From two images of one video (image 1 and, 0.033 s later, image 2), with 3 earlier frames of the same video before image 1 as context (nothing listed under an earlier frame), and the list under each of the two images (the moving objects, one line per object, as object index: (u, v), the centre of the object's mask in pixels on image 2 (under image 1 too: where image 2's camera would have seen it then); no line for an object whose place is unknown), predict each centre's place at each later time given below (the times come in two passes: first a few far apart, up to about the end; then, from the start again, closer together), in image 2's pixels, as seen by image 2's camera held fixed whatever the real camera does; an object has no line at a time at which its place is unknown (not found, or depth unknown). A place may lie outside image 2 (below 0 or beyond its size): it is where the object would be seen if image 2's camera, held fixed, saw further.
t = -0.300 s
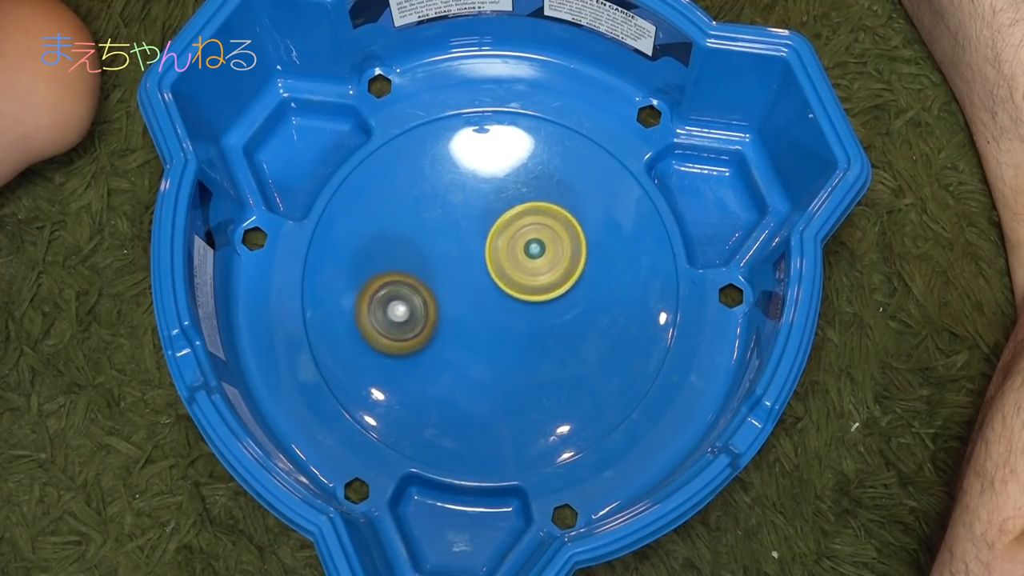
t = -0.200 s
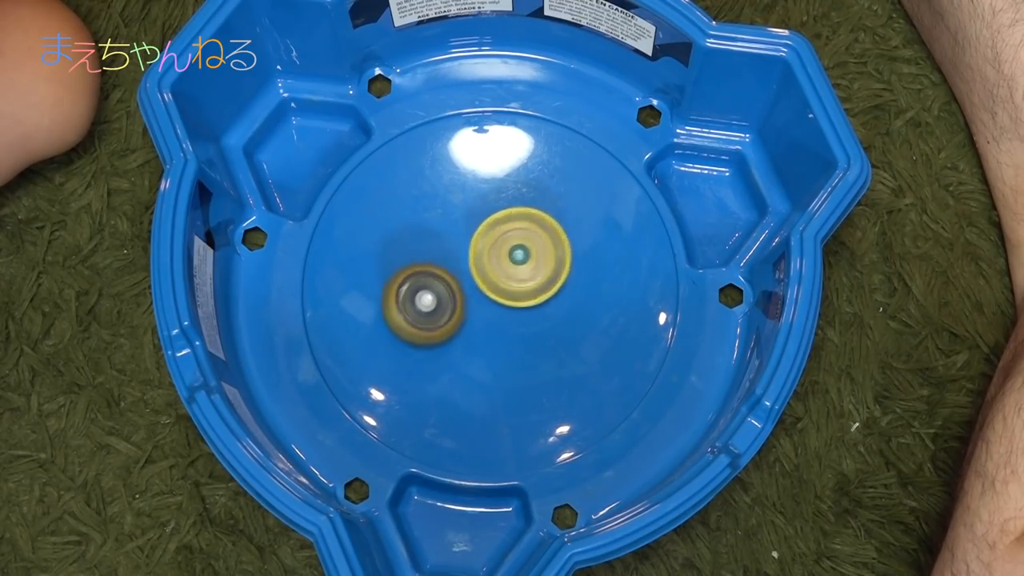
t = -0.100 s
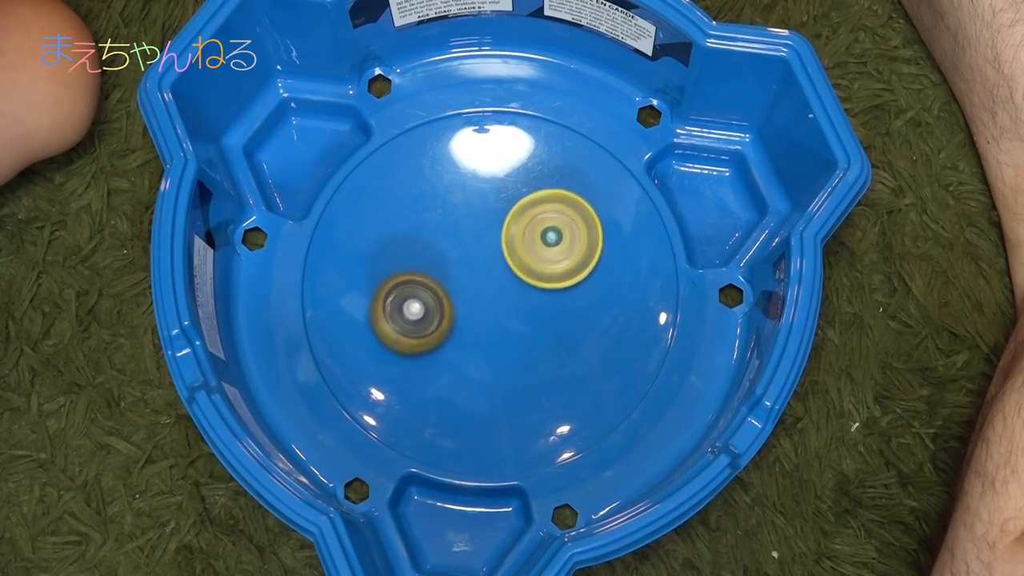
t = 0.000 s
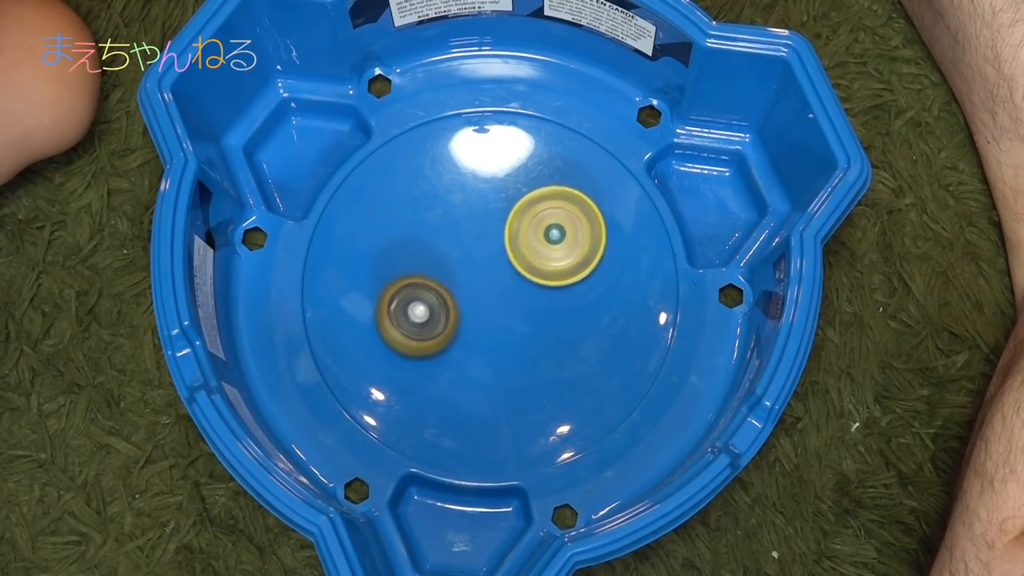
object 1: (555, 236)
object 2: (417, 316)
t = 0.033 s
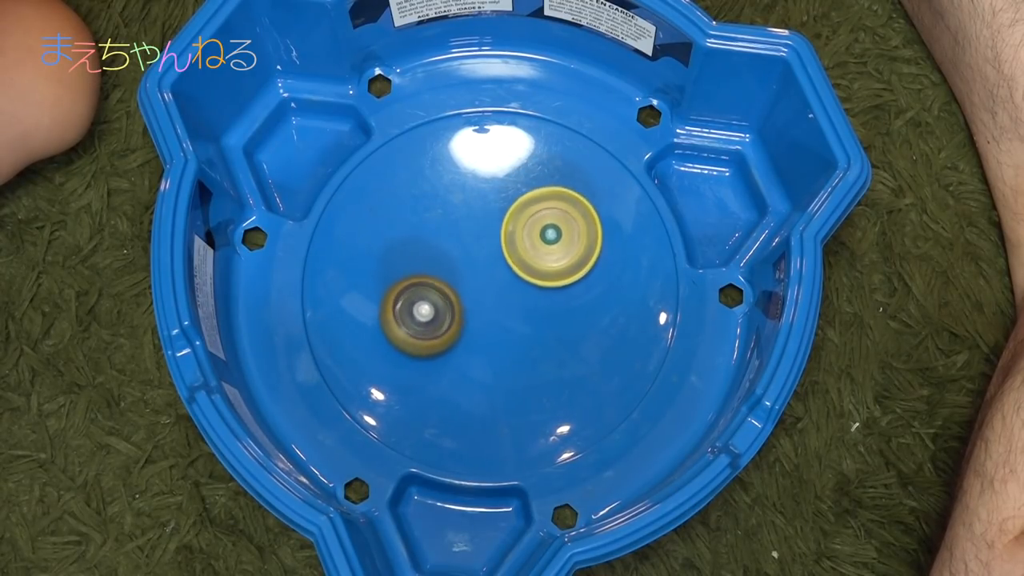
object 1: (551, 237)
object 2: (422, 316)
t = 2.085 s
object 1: (489, 196)
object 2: (450, 371)
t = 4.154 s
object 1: (469, 223)
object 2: (467, 339)
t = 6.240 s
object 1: (441, 203)
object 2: (492, 344)
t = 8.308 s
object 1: (459, 201)
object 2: (483, 349)
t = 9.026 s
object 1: (466, 231)
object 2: (463, 342)
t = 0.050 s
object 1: (548, 237)
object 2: (425, 315)
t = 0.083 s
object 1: (542, 241)
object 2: (431, 315)
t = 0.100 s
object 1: (539, 242)
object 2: (435, 314)
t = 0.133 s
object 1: (531, 245)
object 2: (442, 313)
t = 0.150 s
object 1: (527, 247)
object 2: (445, 312)
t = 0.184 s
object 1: (522, 249)
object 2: (450, 311)
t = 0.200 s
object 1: (521, 247)
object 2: (450, 313)
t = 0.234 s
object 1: (519, 246)
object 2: (451, 315)
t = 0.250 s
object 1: (519, 246)
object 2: (452, 317)
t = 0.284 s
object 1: (516, 246)
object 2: (454, 319)
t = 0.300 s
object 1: (517, 244)
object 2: (452, 322)
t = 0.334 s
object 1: (526, 232)
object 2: (444, 334)
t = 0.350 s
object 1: (528, 227)
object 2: (441, 339)
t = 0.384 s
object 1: (533, 219)
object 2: (436, 347)
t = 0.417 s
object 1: (534, 214)
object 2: (433, 353)
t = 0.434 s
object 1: (534, 213)
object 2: (432, 354)
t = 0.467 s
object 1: (533, 211)
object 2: (431, 355)
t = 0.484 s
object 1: (532, 211)
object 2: (431, 355)
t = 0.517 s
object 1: (529, 212)
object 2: (432, 353)
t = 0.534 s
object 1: (527, 213)
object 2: (433, 351)
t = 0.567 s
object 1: (523, 215)
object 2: (436, 347)
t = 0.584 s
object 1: (521, 217)
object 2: (437, 344)
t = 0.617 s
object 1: (517, 220)
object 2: (440, 339)
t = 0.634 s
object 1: (513, 222)
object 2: (442, 335)
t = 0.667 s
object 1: (509, 228)
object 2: (446, 328)
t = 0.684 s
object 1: (506, 230)
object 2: (449, 324)
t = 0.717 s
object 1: (500, 236)
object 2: (452, 317)
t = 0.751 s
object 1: (509, 218)
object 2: (444, 333)
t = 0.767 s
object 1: (513, 208)
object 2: (440, 341)
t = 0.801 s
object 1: (519, 192)
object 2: (433, 355)
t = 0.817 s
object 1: (522, 185)
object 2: (431, 360)
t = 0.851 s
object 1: (525, 174)
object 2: (426, 369)
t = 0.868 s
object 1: (526, 172)
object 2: (425, 371)
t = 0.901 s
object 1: (526, 168)
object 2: (424, 374)
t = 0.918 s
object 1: (525, 168)
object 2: (424, 374)
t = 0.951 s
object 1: (523, 171)
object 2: (425, 372)
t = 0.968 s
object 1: (521, 172)
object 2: (426, 370)
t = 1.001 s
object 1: (517, 178)
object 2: (429, 366)
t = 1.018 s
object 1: (515, 181)
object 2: (431, 363)
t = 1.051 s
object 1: (510, 189)
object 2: (434, 356)
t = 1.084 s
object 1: (505, 199)
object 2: (439, 347)
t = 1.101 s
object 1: (502, 203)
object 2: (442, 343)
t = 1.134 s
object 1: (496, 214)
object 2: (446, 334)
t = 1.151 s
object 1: (494, 220)
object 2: (448, 329)
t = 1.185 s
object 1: (488, 231)
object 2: (454, 319)
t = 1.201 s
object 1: (487, 230)
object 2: (454, 320)
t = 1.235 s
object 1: (487, 228)
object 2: (455, 324)
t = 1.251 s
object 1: (487, 228)
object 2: (455, 325)
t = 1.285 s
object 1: (488, 230)
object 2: (456, 325)
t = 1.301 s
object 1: (488, 231)
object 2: (457, 325)
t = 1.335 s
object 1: (487, 234)
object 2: (458, 324)
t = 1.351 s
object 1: (489, 233)
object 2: (458, 326)
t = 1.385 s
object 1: (491, 225)
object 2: (455, 335)
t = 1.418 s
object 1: (495, 220)
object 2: (454, 340)
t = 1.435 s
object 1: (495, 219)
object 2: (454, 342)
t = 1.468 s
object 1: (496, 220)
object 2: (453, 345)
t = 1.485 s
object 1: (496, 220)
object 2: (453, 346)
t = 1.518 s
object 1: (494, 223)
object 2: (454, 345)
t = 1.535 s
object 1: (494, 225)
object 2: (455, 344)
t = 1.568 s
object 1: (492, 229)
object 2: (455, 341)
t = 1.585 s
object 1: (492, 231)
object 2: (457, 339)
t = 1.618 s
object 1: (490, 235)
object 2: (459, 335)
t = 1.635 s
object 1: (489, 238)
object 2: (459, 333)
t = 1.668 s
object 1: (488, 239)
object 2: (460, 330)
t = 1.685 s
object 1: (489, 238)
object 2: (461, 331)
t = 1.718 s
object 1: (489, 236)
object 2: (460, 332)
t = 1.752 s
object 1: (488, 238)
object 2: (461, 330)
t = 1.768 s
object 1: (488, 239)
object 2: (461, 329)
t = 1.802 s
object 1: (491, 223)
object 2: (457, 347)
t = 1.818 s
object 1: (494, 214)
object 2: (454, 355)
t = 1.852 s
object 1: (497, 200)
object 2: (451, 369)
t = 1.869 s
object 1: (499, 193)
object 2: (450, 375)
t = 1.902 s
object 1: (499, 185)
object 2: (447, 383)
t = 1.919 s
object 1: (500, 182)
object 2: (447, 385)
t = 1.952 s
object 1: (499, 179)
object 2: (446, 387)
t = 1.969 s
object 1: (499, 180)
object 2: (446, 387)
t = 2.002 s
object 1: (496, 181)
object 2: (446, 385)
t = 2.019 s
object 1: (495, 184)
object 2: (447, 383)
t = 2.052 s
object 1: (492, 188)
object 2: (448, 378)
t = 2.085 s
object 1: (489, 196)
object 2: (450, 371)
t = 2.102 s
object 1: (487, 199)
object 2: (451, 368)
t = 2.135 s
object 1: (484, 207)
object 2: (453, 358)
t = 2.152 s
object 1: (483, 211)
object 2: (455, 353)
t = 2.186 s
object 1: (479, 220)
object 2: (457, 341)
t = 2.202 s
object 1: (478, 225)
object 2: (459, 335)
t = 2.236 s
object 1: (474, 233)
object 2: (462, 326)
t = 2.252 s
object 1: (475, 226)
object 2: (463, 331)
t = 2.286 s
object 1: (476, 209)
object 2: (463, 341)
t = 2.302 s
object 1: (476, 202)
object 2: (464, 346)
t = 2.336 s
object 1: (477, 191)
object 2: (465, 352)
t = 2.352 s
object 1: (477, 187)
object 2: (466, 354)
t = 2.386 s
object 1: (477, 182)
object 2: (468, 356)
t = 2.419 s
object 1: (476, 181)
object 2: (469, 355)
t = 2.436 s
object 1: (475, 181)
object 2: (470, 354)
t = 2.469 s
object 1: (475, 182)
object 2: (471, 351)
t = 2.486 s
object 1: (474, 183)
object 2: (472, 348)
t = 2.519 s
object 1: (473, 186)
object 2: (474, 343)
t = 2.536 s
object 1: (473, 188)
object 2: (474, 340)
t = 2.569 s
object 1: (472, 194)
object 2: (476, 332)
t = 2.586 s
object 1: (472, 196)
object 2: (476, 329)
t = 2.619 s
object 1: (471, 204)
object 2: (477, 321)
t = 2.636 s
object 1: (471, 207)
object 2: (478, 317)
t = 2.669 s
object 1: (471, 215)
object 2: (478, 309)
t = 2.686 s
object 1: (471, 213)
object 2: (479, 312)
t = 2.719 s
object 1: (469, 202)
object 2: (481, 321)
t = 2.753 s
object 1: (469, 195)
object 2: (483, 329)
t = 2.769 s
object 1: (469, 193)
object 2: (484, 331)
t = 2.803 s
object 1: (470, 191)
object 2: (485, 334)
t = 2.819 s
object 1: (470, 192)
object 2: (485, 335)
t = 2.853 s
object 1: (470, 193)
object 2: (485, 336)
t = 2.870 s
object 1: (470, 195)
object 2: (485, 335)
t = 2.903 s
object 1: (471, 198)
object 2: (485, 333)
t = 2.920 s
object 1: (472, 201)
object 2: (485, 332)
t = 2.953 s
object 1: (472, 206)
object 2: (484, 328)
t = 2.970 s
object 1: (473, 209)
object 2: (483, 326)
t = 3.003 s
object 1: (474, 215)
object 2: (482, 321)
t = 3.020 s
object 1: (475, 219)
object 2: (482, 319)
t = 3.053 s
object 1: (475, 219)
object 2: (481, 322)
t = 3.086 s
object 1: (475, 211)
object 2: (481, 332)
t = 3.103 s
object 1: (475, 207)
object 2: (481, 336)
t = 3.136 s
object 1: (475, 204)
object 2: (481, 342)
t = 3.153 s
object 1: (476, 203)
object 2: (481, 344)
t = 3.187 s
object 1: (476, 205)
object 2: (480, 345)
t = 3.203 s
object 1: (477, 205)
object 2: (480, 346)
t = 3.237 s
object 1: (478, 209)
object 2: (479, 344)
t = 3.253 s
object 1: (478, 211)
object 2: (479, 344)
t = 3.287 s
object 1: (480, 216)
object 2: (477, 340)
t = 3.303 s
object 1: (479, 218)
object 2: (477, 338)
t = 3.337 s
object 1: (481, 225)
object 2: (475, 334)
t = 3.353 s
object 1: (481, 227)
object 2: (475, 331)
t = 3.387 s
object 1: (482, 234)
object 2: (473, 327)
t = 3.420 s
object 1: (483, 227)
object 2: (471, 335)
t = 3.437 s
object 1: (485, 219)
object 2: (469, 344)
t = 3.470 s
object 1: (487, 207)
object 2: (466, 356)
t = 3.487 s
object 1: (488, 201)
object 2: (465, 363)
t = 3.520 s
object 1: (490, 195)
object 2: (462, 371)
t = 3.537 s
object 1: (489, 193)
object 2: (462, 373)
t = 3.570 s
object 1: (490, 193)
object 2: (459, 376)
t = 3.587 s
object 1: (489, 193)
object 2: (459, 376)
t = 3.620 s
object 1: (489, 197)
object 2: (458, 375)
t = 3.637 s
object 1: (488, 199)
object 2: (458, 373)
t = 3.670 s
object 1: (487, 204)
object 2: (458, 369)
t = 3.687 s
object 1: (486, 208)
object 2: (458, 365)
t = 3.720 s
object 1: (484, 214)
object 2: (459, 360)
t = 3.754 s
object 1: (482, 220)
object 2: (460, 352)
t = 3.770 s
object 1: (480, 224)
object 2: (460, 349)
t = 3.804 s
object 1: (479, 231)
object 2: (461, 339)
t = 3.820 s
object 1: (478, 235)
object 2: (462, 336)
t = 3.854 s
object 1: (477, 235)
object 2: (463, 334)
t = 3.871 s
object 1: (477, 228)
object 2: (462, 339)
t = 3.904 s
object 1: (478, 217)
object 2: (462, 348)
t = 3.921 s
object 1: (478, 213)
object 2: (462, 352)
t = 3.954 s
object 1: (478, 207)
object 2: (462, 355)
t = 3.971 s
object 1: (478, 206)
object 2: (462, 356)
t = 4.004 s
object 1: (477, 205)
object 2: (463, 356)
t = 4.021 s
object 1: (476, 207)
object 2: (464, 356)
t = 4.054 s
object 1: (475, 209)
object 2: (464, 353)
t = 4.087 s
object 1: (473, 213)
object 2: (465, 350)
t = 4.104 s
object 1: (472, 216)
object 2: (466, 347)
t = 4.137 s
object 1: (470, 220)
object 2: (467, 342)
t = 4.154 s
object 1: (469, 223)
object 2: (467, 339)
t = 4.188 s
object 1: (466, 227)
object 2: (468, 334)
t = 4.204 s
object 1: (466, 230)
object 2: (468, 330)
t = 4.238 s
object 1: (464, 232)
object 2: (469, 326)
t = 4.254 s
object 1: (464, 229)
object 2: (469, 326)
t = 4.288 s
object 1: (463, 225)
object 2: (470, 327)
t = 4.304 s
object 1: (463, 224)
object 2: (471, 327)
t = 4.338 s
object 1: (462, 224)
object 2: (471, 326)
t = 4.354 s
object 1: (462, 225)
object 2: (472, 324)
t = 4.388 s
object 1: (461, 226)
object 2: (472, 322)
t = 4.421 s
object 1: (460, 228)
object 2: (474, 320)
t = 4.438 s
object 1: (459, 227)
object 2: (473, 320)
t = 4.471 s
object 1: (458, 225)
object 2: (474, 320)
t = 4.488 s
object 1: (458, 225)
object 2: (474, 320)
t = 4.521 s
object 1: (456, 225)
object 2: (474, 319)
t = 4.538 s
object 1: (456, 225)
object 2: (474, 318)
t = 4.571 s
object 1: (456, 224)
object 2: (475, 319)
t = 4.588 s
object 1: (455, 220)
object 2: (475, 321)
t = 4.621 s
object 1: (454, 215)
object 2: (477, 325)
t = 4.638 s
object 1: (452, 213)
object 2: (477, 326)
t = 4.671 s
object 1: (452, 211)
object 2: (478, 327)
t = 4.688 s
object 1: (452, 212)
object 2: (478, 327)
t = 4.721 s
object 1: (452, 212)
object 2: (478, 326)
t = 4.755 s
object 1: (452, 213)
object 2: (479, 324)
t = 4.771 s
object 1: (453, 214)
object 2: (478, 322)
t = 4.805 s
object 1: (454, 217)
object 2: (478, 319)
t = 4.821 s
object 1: (455, 218)
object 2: (477, 317)
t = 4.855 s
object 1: (456, 221)
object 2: (477, 314)
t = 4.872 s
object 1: (455, 220)
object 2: (478, 315)
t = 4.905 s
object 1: (453, 212)
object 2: (481, 324)
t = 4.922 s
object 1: (452, 209)
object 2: (483, 327)
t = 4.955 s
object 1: (451, 205)
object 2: (485, 332)
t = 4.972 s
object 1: (452, 205)
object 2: (487, 334)
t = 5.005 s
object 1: (453, 205)
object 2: (488, 335)
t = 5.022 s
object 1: (454, 205)
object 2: (488, 336)
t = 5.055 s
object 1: (456, 208)
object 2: (488, 334)
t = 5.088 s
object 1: (458, 213)
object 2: (488, 333)
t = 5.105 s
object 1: (459, 214)
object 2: (488, 331)
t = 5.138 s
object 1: (461, 219)
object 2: (487, 328)
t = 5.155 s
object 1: (461, 222)
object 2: (487, 326)
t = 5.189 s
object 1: (464, 227)
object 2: (485, 323)
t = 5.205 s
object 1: (466, 230)
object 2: (485, 322)
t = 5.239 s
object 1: (467, 231)
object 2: (485, 324)
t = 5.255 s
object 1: (467, 228)
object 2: (485, 329)
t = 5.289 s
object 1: (468, 224)
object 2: (486, 335)
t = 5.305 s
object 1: (468, 224)
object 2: (486, 339)
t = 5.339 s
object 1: (470, 225)
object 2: (486, 342)
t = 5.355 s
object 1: (472, 226)
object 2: (486, 342)
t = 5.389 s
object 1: (473, 230)
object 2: (486, 342)
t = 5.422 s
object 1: (474, 234)
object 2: (485, 340)
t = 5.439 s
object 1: (475, 236)
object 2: (484, 340)
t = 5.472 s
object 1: (476, 241)
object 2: (484, 337)
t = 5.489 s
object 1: (476, 241)
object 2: (483, 337)
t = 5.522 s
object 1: (476, 234)
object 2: (484, 345)
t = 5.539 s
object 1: (474, 232)
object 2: (483, 348)
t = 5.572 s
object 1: (473, 228)
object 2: (483, 353)
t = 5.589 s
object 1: (474, 228)
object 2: (483, 353)
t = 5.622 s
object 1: (473, 229)
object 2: (482, 354)
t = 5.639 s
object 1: (472, 229)
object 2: (482, 353)
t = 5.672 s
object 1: (472, 233)
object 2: (481, 352)
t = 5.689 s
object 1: (471, 235)
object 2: (481, 351)
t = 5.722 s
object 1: (470, 240)
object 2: (480, 348)
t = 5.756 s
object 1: (470, 244)
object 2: (479, 344)
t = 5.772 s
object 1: (470, 248)
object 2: (479, 343)
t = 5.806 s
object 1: (467, 242)
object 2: (480, 349)
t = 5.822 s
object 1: (467, 238)
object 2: (481, 351)
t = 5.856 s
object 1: (465, 232)
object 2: (481, 355)
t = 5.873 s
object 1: (463, 230)
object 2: (483, 356)
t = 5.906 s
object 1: (462, 229)
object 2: (483, 356)
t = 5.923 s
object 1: (462, 230)
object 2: (483, 355)
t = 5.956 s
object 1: (460, 231)
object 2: (484, 352)
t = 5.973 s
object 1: (460, 232)
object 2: (483, 350)
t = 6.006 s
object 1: (459, 235)
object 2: (483, 345)
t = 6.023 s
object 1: (458, 236)
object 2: (483, 342)
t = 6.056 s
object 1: (457, 239)
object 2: (482, 336)
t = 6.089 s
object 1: (456, 241)
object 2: (482, 330)
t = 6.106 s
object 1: (455, 240)
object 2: (483, 329)
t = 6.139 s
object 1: (450, 226)
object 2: (486, 336)
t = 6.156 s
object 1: (448, 220)
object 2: (488, 340)
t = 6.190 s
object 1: (444, 210)
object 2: (491, 343)
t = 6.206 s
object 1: (443, 207)
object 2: (491, 343)
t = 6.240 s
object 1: (441, 203)
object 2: (492, 344)
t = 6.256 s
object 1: (441, 202)
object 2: (492, 342)
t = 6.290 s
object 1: (440, 201)
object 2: (492, 340)
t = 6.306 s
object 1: (440, 202)
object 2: (493, 338)
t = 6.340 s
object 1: (439, 203)
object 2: (492, 334)
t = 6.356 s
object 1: (440, 204)
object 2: (490, 332)
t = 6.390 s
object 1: (441, 207)
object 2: (489, 327)
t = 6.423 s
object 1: (443, 211)
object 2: (488, 322)
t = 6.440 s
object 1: (443, 213)
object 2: (486, 319)
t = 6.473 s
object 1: (445, 218)
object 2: (484, 314)
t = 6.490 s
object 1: (447, 221)
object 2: (484, 310)
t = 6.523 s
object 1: (444, 216)
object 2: (486, 317)
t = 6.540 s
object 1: (442, 210)
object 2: (490, 321)
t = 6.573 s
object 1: (439, 202)
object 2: (494, 329)
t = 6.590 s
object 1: (437, 200)
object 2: (496, 333)
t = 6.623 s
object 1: (437, 197)
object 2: (499, 337)
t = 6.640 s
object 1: (438, 195)
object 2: (499, 338)
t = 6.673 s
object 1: (440, 196)
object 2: (500, 339)
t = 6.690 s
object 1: (440, 198)
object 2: (501, 338)
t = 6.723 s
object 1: (443, 201)
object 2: (500, 336)
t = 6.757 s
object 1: (446, 205)
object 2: (499, 333)
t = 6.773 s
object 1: (449, 208)
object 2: (499, 332)
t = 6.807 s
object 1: (453, 215)
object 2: (497, 328)
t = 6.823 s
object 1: (454, 218)
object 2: (495, 326)
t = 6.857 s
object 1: (459, 225)
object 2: (493, 323)
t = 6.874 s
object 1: (462, 230)
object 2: (492, 320)
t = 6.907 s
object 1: (463, 228)
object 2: (493, 326)
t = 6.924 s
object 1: (461, 222)
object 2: (495, 333)
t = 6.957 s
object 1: (459, 213)
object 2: (499, 344)
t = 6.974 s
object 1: (459, 211)
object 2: (499, 349)
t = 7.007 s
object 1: (459, 207)
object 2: (501, 355)
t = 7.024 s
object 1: (459, 206)
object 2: (502, 357)
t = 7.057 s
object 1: (460, 207)
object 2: (502, 358)
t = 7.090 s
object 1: (462, 210)
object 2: (501, 357)
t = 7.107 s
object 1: (463, 212)
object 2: (501, 357)
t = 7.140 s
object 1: (465, 216)
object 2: (499, 355)
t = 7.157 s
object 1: (466, 217)
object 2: (497, 352)
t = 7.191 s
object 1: (468, 223)
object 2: (495, 348)
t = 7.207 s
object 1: (469, 226)
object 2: (495, 346)
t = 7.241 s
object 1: (471, 232)
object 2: (493, 341)
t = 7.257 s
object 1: (472, 235)
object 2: (491, 340)
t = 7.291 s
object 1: (474, 241)
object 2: (488, 335)
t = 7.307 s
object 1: (475, 241)
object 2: (487, 336)
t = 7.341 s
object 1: (472, 219)
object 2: (490, 355)
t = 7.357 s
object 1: (469, 209)
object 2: (491, 364)
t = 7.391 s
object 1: (466, 192)
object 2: (492, 379)
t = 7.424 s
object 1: (464, 178)
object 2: (493, 388)
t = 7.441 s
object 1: (464, 173)
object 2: (493, 391)
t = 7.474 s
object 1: (463, 166)
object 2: (492, 393)
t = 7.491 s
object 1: (461, 165)
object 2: (492, 394)
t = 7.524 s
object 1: (460, 165)
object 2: (490, 392)
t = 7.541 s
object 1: (461, 166)
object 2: (489, 390)
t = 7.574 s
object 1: (460, 170)
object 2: (487, 387)
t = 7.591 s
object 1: (460, 175)
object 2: (487, 384)
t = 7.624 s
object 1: (460, 182)
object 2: (485, 378)
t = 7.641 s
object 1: (459, 185)
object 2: (484, 374)
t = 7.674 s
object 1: (459, 194)
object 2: (482, 365)
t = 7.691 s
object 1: (460, 199)
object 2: (482, 361)
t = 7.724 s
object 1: (460, 210)
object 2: (480, 350)
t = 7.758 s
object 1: (461, 220)
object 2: (479, 339)
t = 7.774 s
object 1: (461, 226)
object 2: (478, 332)
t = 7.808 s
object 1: (462, 233)
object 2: (477, 324)
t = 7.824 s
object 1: (462, 229)
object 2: (477, 328)
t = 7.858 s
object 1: (462, 218)
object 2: (478, 333)
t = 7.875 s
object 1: (461, 215)
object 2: (477, 335)
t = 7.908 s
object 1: (461, 210)
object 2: (478, 337)
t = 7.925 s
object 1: (462, 208)
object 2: (478, 337)
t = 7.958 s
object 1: (462, 208)
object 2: (478, 336)
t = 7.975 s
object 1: (462, 210)
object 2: (478, 335)
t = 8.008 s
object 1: (463, 212)
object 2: (477, 332)
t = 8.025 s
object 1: (462, 213)
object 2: (477, 331)
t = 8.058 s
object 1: (462, 216)
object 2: (477, 328)
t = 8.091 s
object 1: (462, 220)
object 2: (476, 325)
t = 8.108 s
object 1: (462, 221)
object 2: (475, 322)
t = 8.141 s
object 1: (462, 226)
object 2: (475, 319)
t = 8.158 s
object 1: (462, 223)
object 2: (476, 324)
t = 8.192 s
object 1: (460, 212)
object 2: (479, 335)
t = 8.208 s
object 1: (458, 208)
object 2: (479, 339)
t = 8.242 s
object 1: (457, 202)
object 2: (481, 346)
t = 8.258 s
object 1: (458, 200)
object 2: (482, 348)
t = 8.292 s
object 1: (458, 199)
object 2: (483, 350)
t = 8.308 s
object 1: (459, 201)
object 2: (483, 349)
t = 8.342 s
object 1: (460, 204)
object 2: (483, 348)
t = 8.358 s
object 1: (460, 205)
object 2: (483, 348)
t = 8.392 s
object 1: (461, 210)
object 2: (482, 346)
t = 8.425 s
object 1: (463, 216)
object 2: (481, 343)
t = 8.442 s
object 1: (463, 218)
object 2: (481, 341)
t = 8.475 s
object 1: (464, 225)
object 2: (480, 338)
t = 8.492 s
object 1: (466, 230)
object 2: (479, 337)
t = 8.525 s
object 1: (467, 237)
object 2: (478, 334)
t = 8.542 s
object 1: (467, 240)
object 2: (478, 332)
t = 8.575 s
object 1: (466, 232)
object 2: (480, 346)
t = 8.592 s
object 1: (465, 220)
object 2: (481, 356)
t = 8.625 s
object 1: (461, 202)
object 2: (484, 375)
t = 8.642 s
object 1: (461, 194)
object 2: (485, 384)
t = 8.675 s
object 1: (459, 181)
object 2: (487, 396)
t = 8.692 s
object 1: (458, 177)
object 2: (486, 399)
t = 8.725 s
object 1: (458, 171)
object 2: (485, 405)
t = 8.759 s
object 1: (458, 170)
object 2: (481, 405)
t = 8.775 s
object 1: (457, 171)
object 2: (478, 405)
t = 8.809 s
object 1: (458, 175)
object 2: (474, 402)
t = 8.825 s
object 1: (459, 176)
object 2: (473, 400)
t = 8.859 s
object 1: (459, 183)
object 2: (470, 395)
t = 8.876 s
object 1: (460, 187)
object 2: (469, 390)
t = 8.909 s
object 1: (461, 195)
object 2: (467, 382)
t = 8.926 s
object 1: (461, 200)
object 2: (466, 378)
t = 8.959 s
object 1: (462, 210)
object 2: (464, 367)
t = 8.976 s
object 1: (463, 214)
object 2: (465, 361)
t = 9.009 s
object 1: (464, 225)
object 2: (464, 349)
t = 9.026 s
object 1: (466, 231)
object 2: (463, 342)
